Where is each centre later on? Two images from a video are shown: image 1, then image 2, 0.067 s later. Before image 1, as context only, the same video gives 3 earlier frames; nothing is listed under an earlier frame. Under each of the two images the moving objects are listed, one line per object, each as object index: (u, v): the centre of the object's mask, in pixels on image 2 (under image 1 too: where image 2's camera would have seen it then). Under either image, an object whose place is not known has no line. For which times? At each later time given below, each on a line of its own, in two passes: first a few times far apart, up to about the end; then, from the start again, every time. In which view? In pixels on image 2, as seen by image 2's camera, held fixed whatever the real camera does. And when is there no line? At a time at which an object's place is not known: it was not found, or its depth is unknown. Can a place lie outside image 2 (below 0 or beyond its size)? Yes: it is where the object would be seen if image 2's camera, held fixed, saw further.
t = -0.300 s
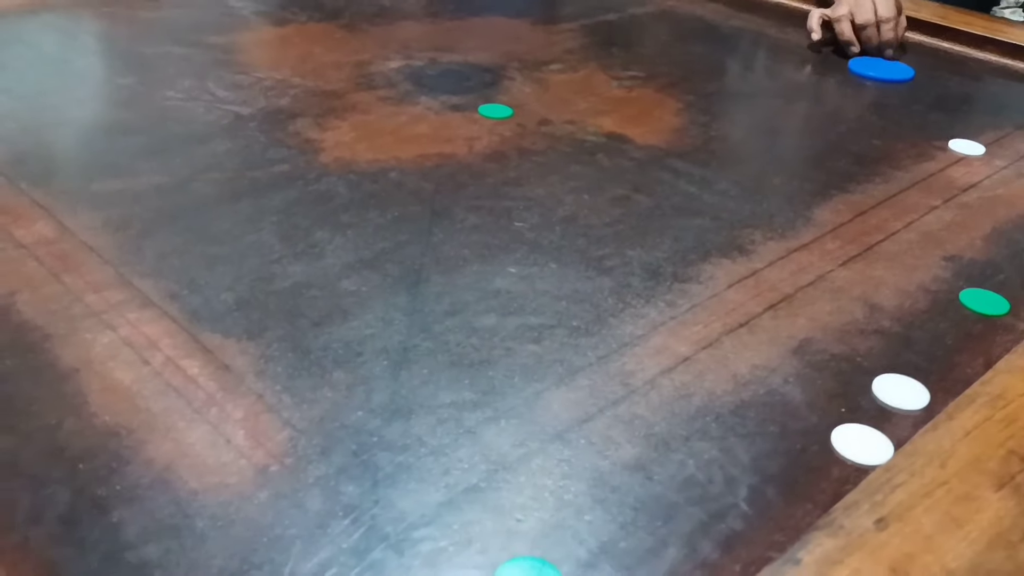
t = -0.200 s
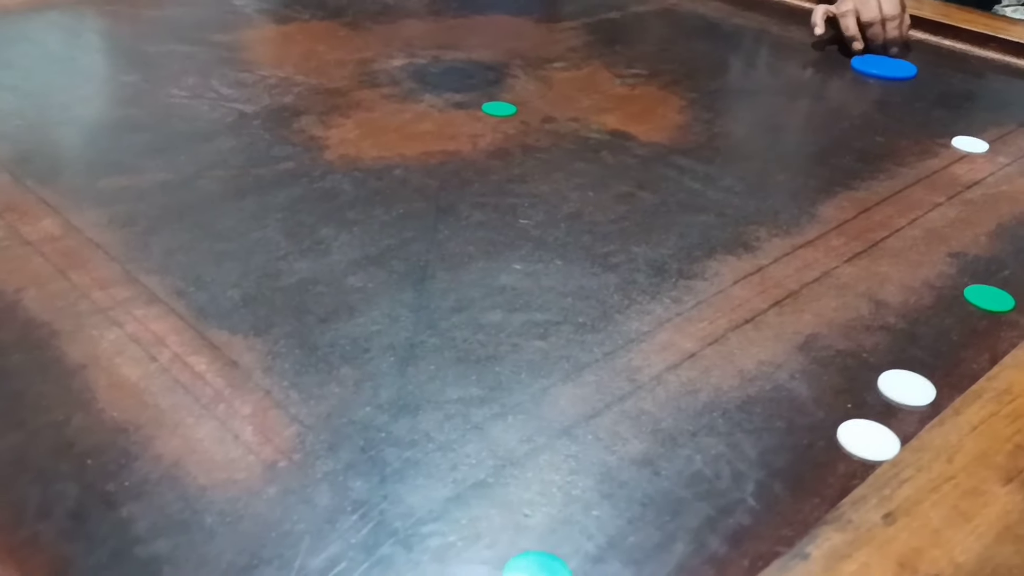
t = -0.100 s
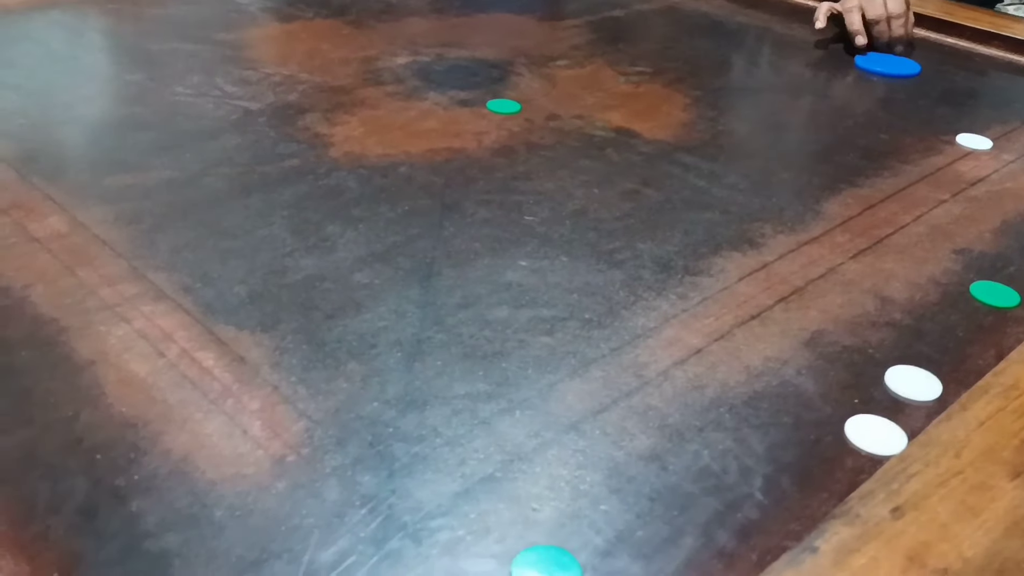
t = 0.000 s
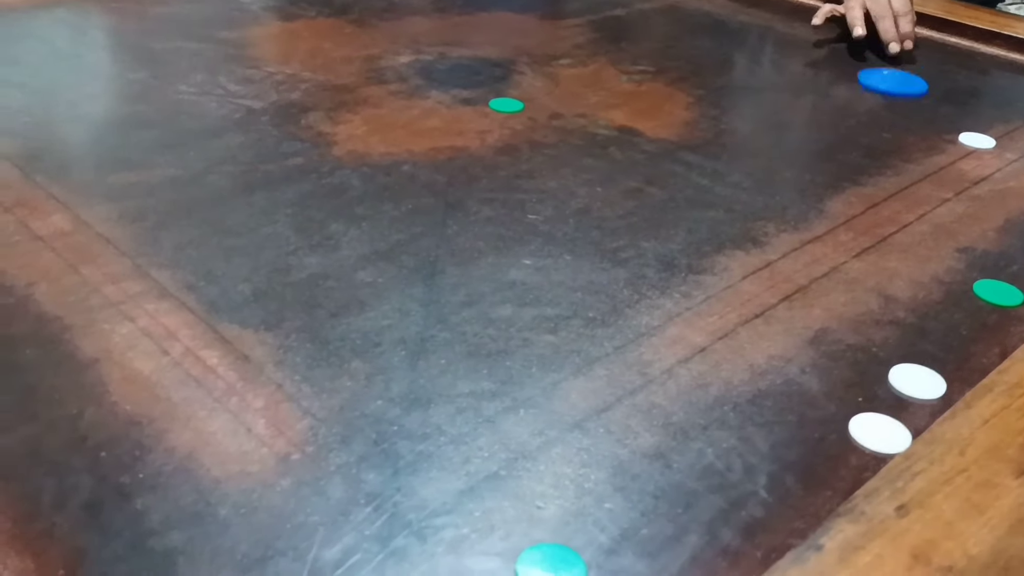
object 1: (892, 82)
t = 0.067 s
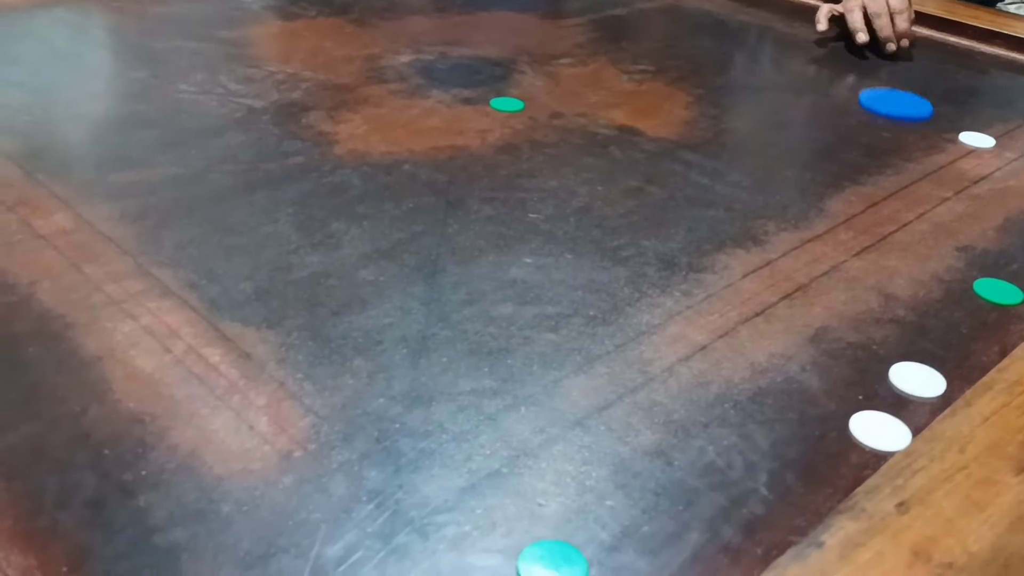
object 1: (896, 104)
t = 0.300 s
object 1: (908, 202)
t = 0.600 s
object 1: (913, 366)
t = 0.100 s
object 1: (897, 117)
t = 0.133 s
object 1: (899, 128)
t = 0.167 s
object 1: (901, 140)
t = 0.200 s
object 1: (902, 155)
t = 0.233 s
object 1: (903, 170)
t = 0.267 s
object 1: (905, 185)
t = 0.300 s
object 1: (908, 202)
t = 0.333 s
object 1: (911, 220)
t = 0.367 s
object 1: (913, 238)
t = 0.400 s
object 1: (916, 257)
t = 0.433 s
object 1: (918, 276)
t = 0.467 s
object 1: (922, 296)
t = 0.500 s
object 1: (925, 317)
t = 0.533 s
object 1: (928, 337)
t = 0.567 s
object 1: (928, 359)
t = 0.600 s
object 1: (913, 366)
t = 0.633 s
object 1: (890, 370)
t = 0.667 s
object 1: (862, 373)
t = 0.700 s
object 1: (837, 375)
